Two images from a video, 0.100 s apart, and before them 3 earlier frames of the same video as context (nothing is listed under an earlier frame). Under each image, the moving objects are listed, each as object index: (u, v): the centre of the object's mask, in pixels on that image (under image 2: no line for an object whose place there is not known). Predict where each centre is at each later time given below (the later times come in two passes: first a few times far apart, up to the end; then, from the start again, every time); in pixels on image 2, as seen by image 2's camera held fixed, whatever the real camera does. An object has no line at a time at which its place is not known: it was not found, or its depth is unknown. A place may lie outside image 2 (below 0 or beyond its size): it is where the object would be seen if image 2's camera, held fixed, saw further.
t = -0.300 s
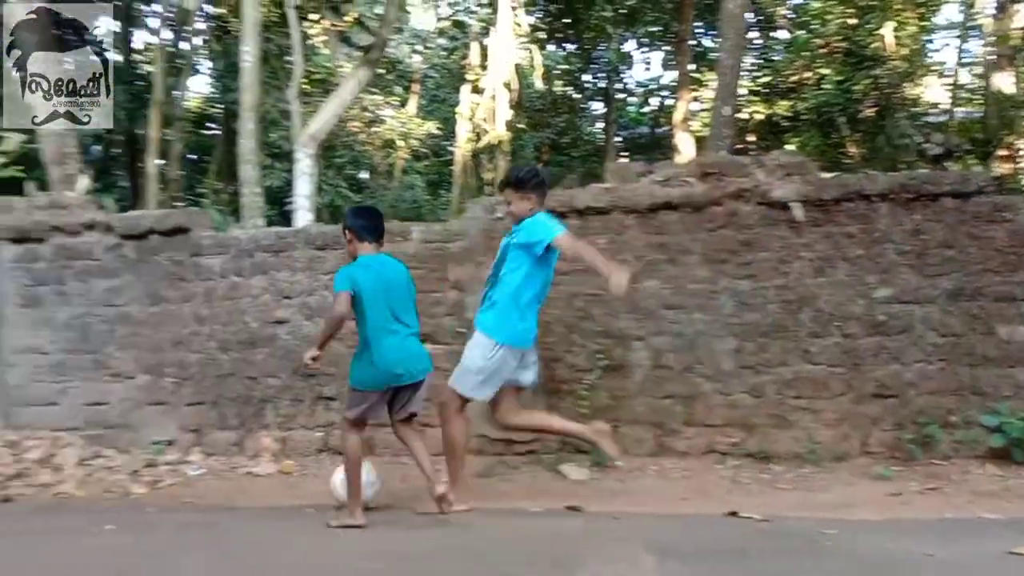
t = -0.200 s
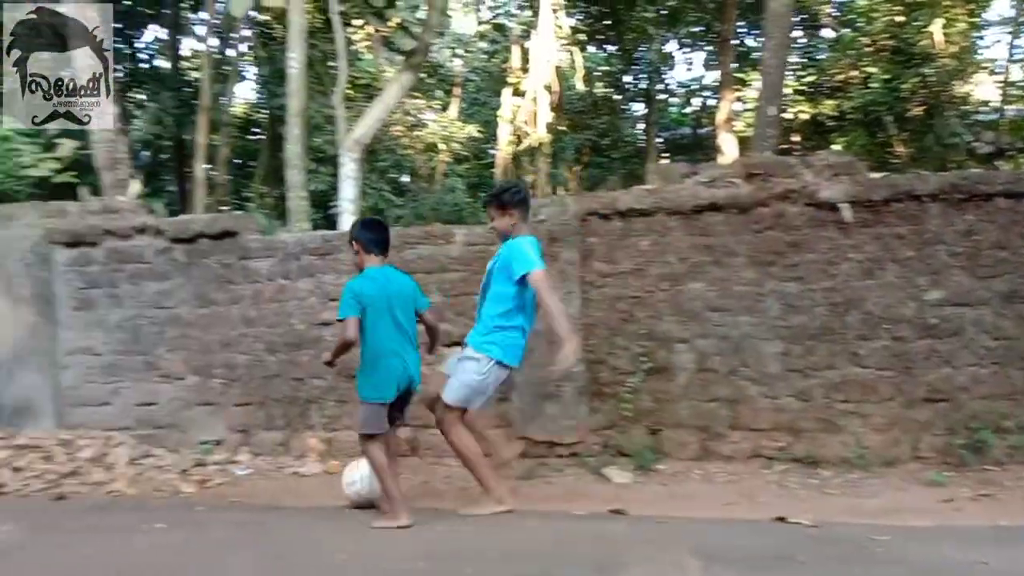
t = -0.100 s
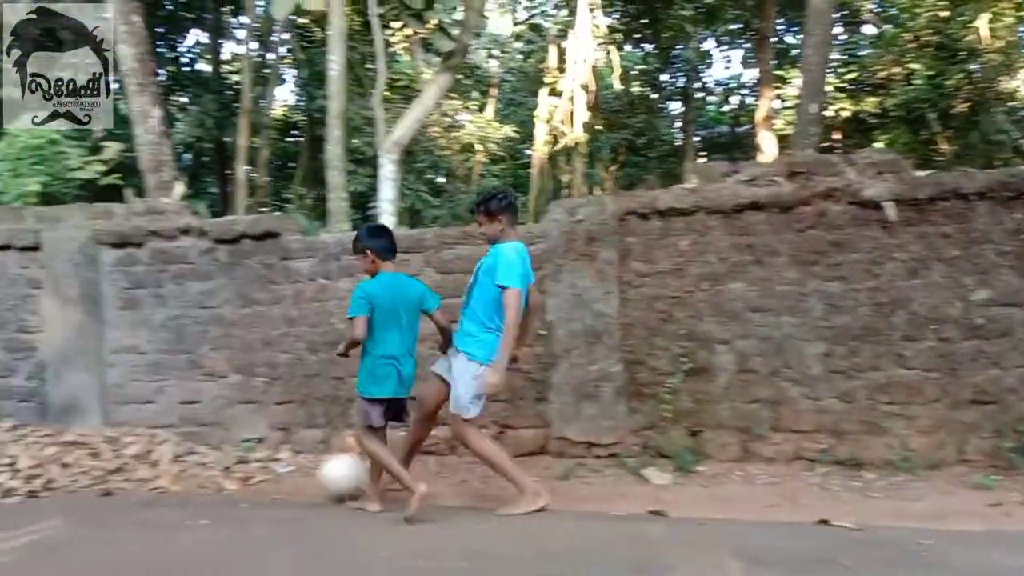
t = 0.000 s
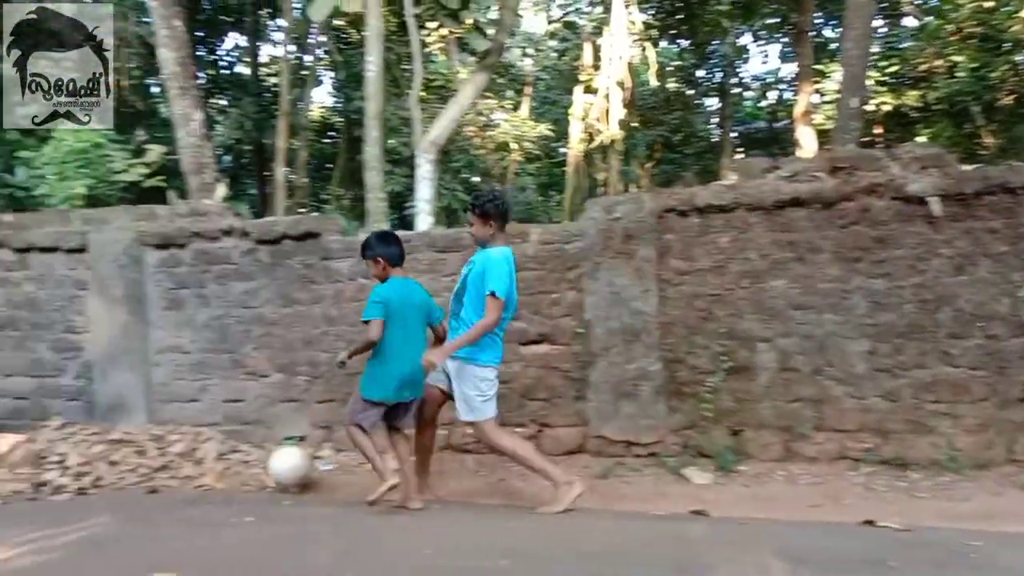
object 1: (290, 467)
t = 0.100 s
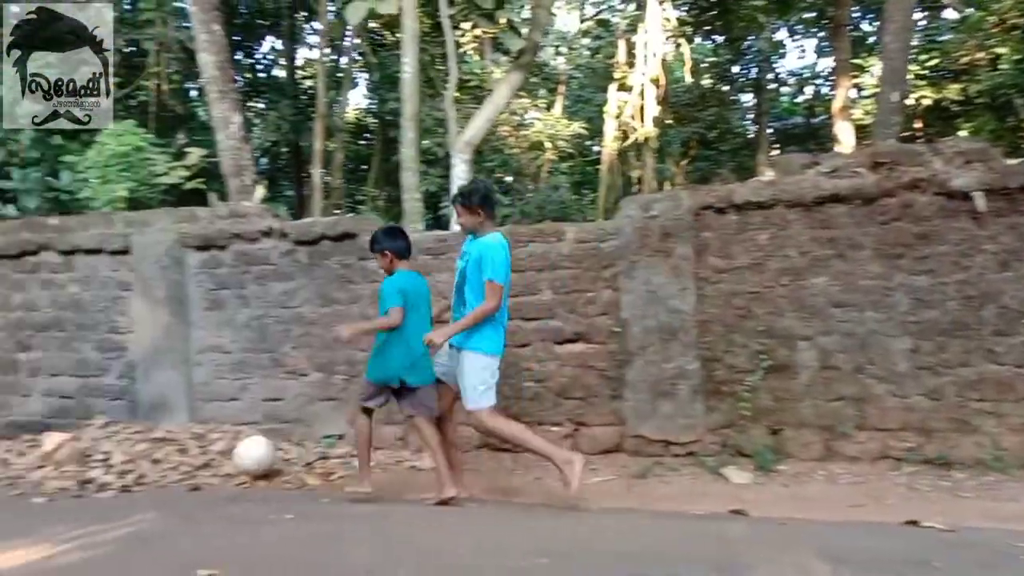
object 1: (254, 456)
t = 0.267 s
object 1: (155, 439)
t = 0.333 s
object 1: (120, 438)
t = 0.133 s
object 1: (234, 457)
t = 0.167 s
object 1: (212, 453)
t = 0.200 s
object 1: (194, 446)
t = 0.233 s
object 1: (174, 442)
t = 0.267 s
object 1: (155, 439)
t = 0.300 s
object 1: (137, 436)
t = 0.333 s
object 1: (120, 438)
